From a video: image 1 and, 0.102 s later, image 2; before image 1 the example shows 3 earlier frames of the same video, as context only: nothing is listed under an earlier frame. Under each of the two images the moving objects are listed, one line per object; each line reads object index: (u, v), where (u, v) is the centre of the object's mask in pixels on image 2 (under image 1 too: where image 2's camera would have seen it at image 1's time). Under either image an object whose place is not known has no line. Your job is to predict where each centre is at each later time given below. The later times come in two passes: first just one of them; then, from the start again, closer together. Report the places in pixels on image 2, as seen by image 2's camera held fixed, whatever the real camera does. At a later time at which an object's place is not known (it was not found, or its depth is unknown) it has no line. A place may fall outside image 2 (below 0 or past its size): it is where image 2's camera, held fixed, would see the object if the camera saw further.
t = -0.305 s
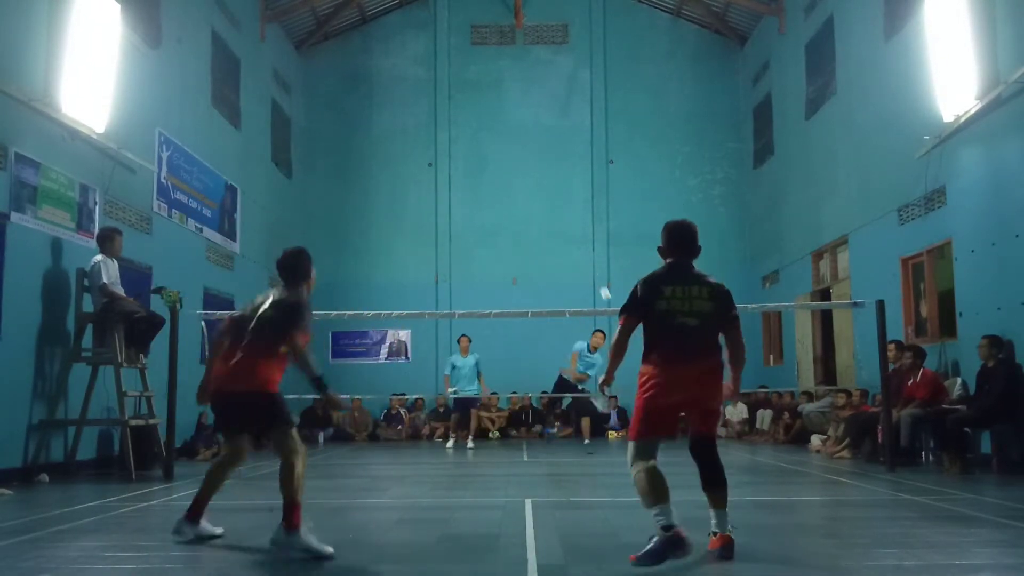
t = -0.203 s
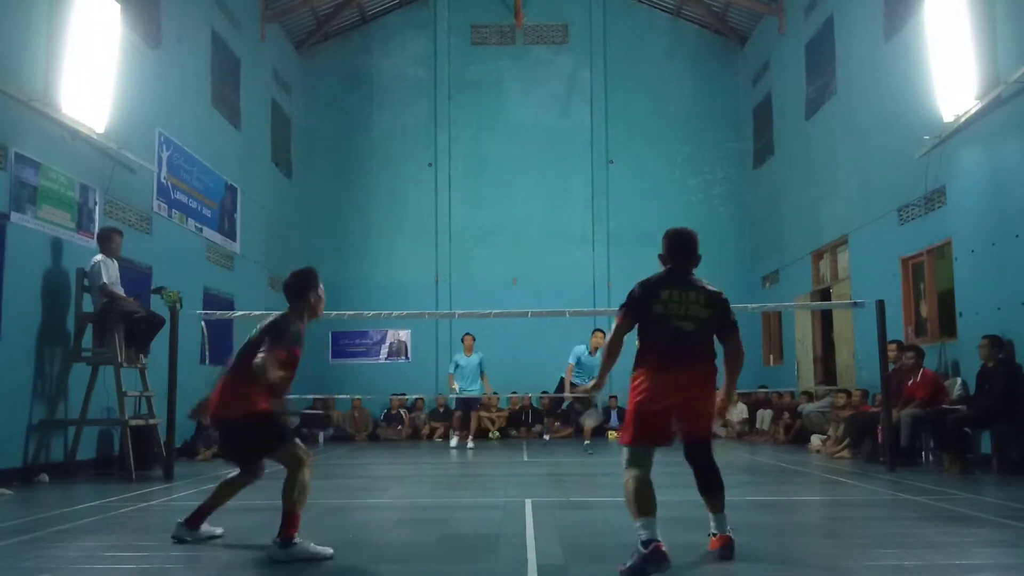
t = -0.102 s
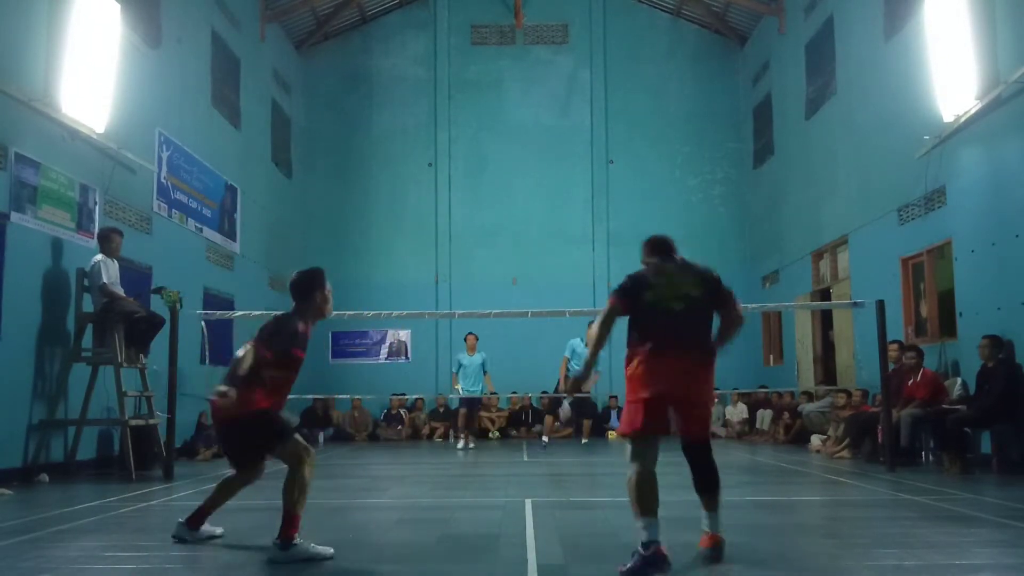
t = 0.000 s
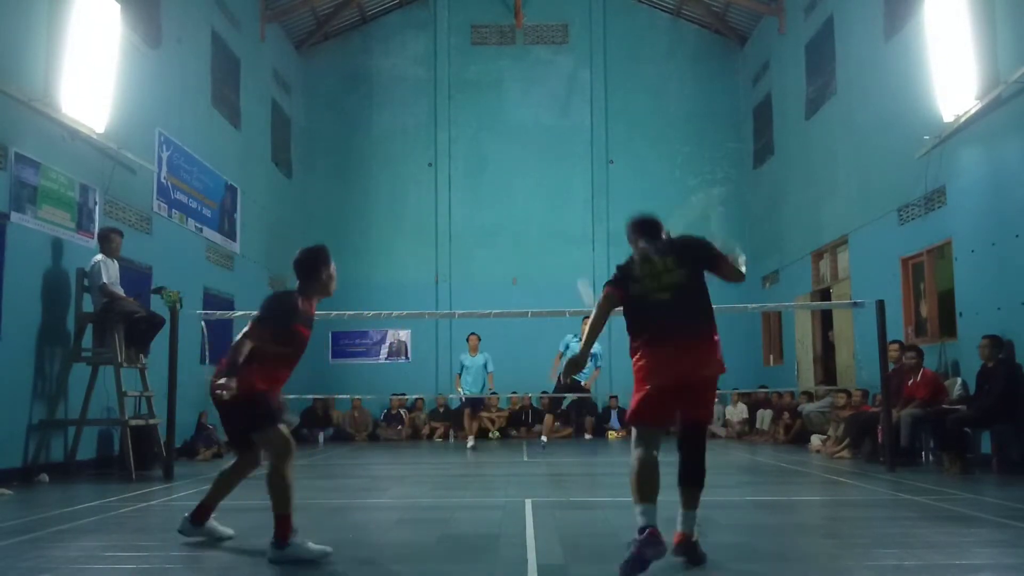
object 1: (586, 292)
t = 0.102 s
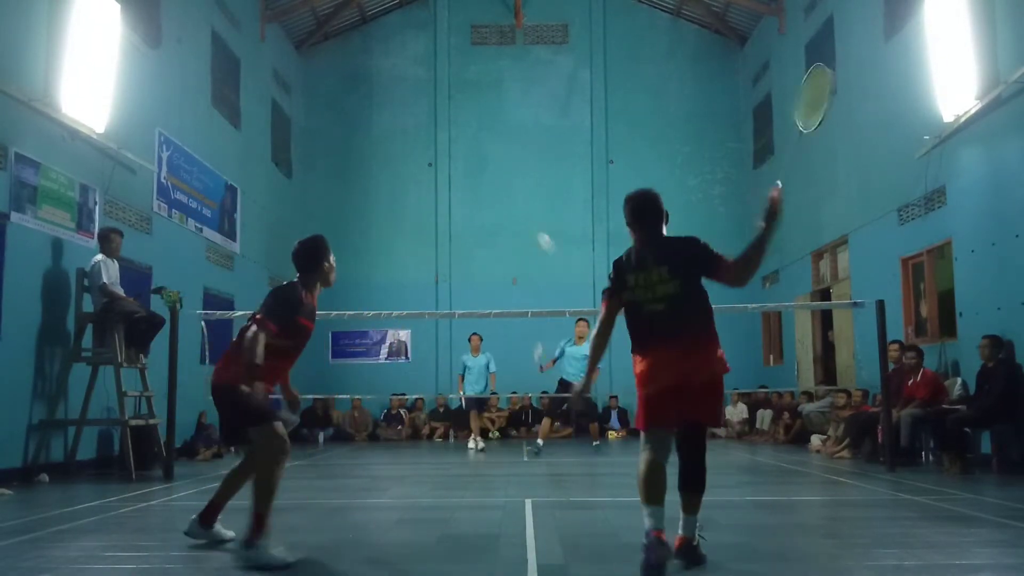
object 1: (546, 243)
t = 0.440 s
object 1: (504, 215)
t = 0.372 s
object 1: (513, 208)
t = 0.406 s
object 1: (509, 211)
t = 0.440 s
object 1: (504, 215)
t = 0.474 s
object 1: (500, 221)
